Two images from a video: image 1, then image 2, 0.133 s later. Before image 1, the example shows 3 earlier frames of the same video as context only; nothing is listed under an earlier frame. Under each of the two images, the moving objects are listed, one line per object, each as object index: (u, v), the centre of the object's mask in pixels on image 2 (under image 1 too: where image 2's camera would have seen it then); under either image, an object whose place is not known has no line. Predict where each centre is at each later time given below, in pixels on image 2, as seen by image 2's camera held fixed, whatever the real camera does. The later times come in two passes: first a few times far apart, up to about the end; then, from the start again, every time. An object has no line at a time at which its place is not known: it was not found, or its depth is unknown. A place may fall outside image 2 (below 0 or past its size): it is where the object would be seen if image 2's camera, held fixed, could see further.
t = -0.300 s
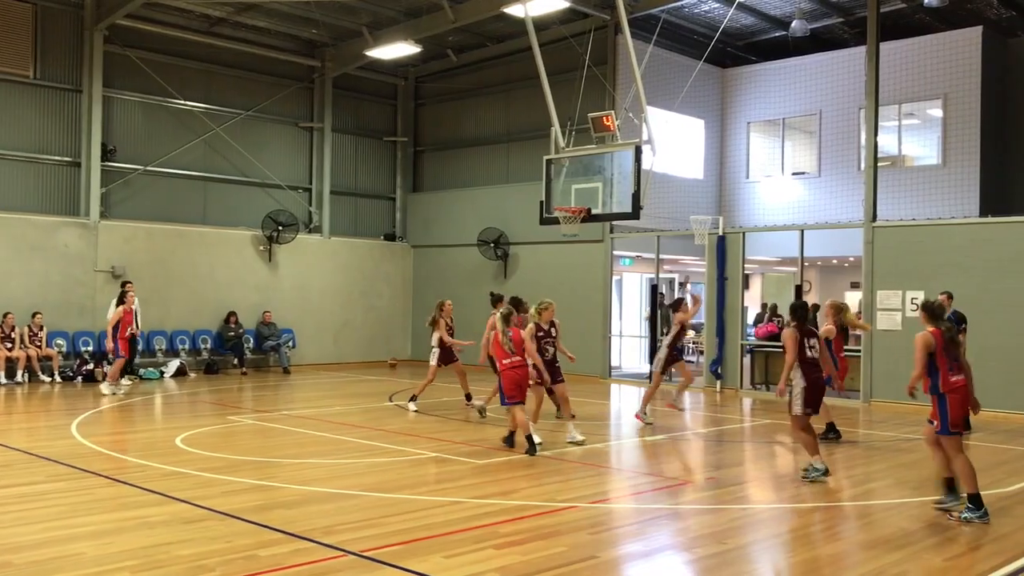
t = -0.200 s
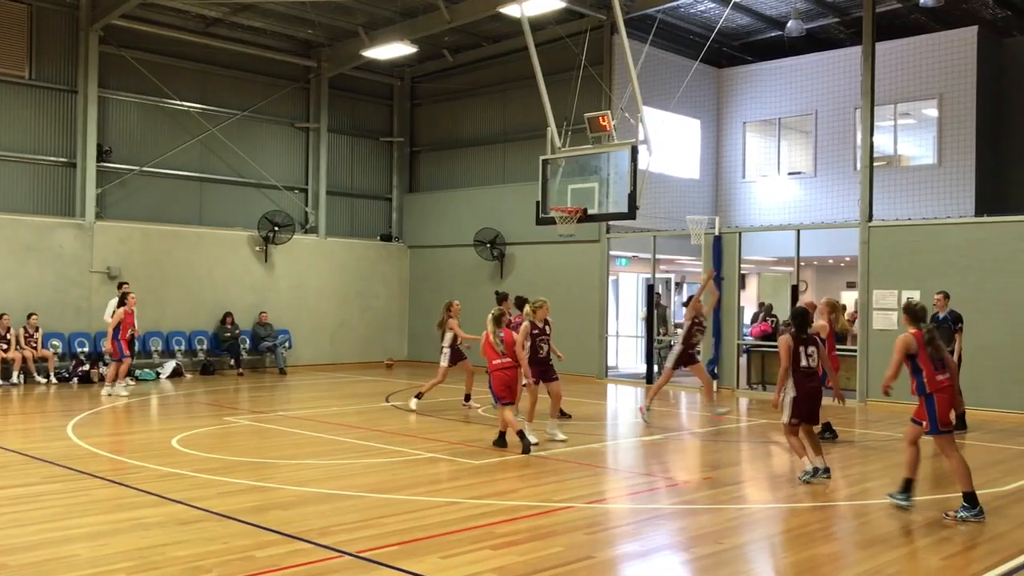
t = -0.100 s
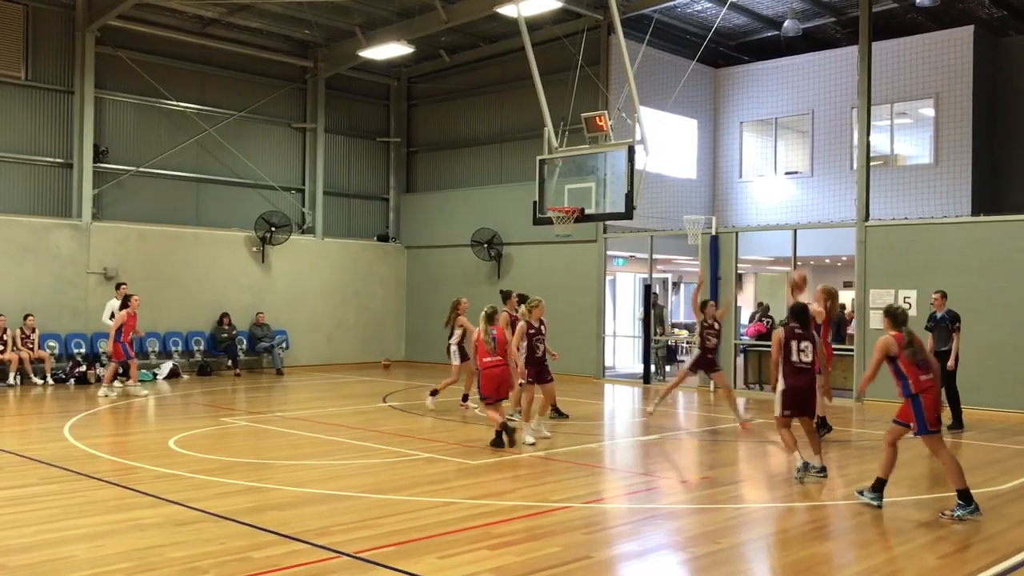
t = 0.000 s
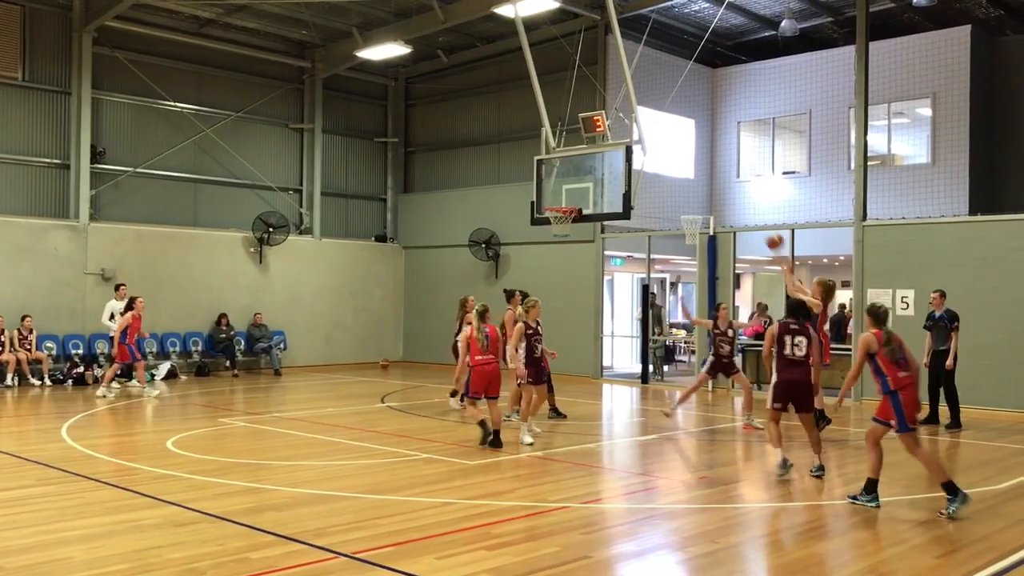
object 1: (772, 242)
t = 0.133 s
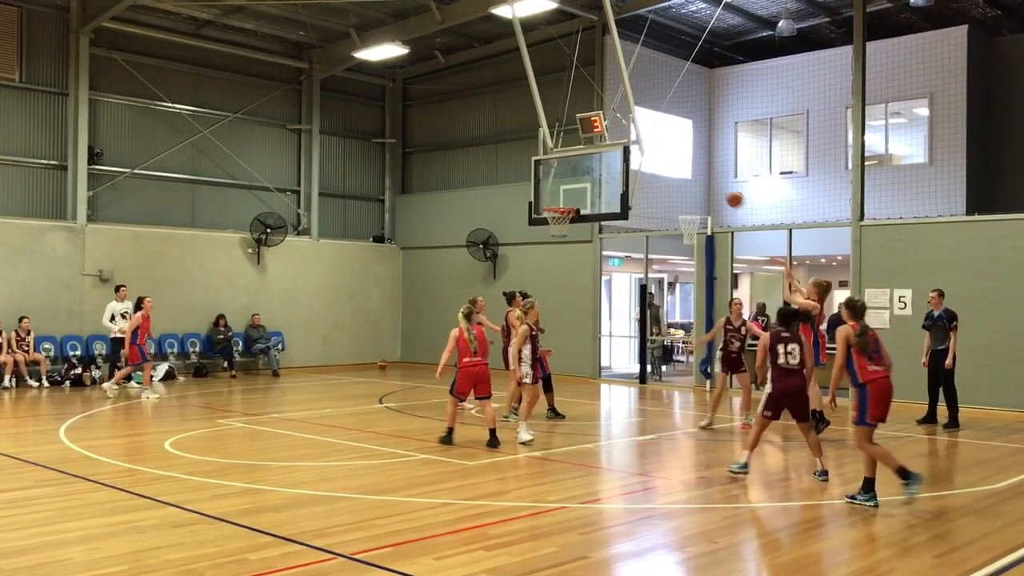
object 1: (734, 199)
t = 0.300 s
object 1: (693, 168)
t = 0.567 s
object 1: (627, 160)
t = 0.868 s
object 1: (563, 206)
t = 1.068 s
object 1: (548, 241)
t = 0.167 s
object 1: (725, 191)
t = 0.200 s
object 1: (716, 184)
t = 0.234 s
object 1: (709, 177)
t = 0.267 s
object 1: (700, 172)
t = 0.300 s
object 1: (693, 168)
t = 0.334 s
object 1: (683, 164)
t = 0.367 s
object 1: (675, 161)
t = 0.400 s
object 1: (667, 159)
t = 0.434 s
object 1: (658, 158)
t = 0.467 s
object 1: (651, 158)
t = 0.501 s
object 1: (643, 158)
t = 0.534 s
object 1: (635, 158)
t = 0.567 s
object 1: (627, 160)
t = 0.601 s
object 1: (620, 163)
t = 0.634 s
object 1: (613, 167)
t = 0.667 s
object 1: (606, 171)
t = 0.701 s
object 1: (597, 176)
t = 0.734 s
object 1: (590, 179)
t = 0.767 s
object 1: (584, 185)
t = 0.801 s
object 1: (577, 192)
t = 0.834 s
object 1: (570, 198)
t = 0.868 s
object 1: (563, 206)
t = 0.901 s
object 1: (564, 214)
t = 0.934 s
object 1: (553, 218)
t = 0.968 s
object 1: (552, 225)
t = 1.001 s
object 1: (551, 231)
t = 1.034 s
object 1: (550, 236)
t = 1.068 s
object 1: (548, 241)
